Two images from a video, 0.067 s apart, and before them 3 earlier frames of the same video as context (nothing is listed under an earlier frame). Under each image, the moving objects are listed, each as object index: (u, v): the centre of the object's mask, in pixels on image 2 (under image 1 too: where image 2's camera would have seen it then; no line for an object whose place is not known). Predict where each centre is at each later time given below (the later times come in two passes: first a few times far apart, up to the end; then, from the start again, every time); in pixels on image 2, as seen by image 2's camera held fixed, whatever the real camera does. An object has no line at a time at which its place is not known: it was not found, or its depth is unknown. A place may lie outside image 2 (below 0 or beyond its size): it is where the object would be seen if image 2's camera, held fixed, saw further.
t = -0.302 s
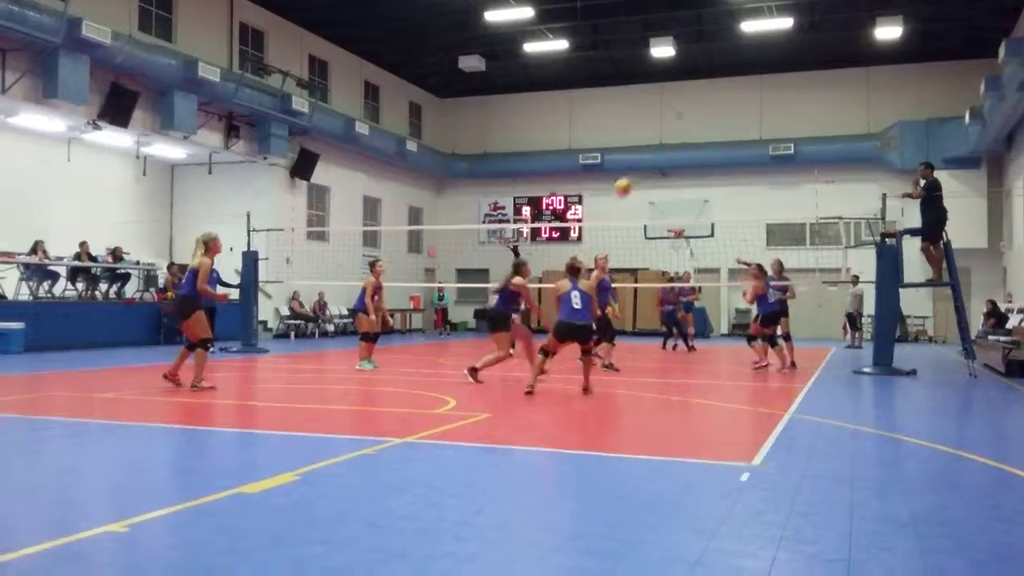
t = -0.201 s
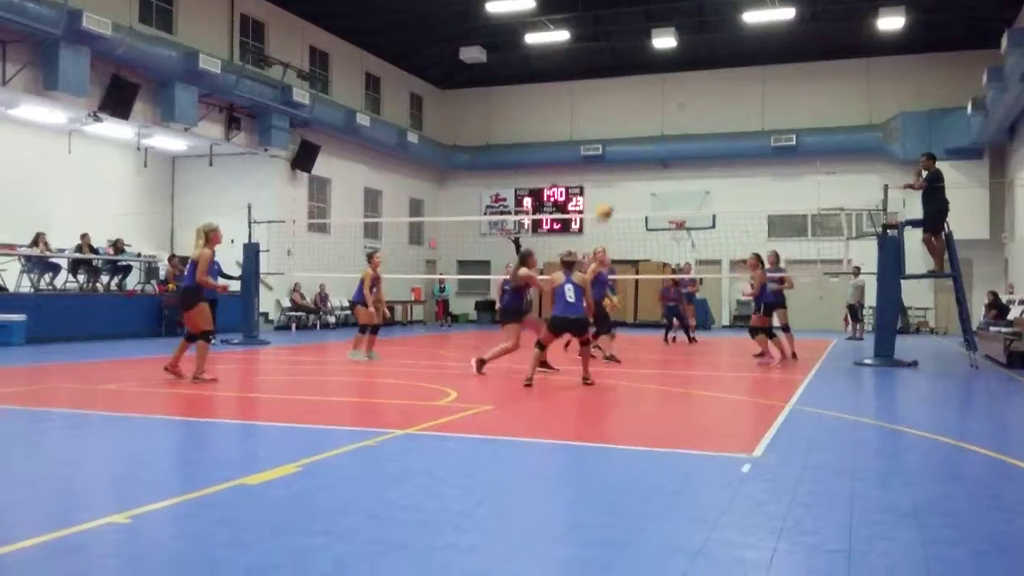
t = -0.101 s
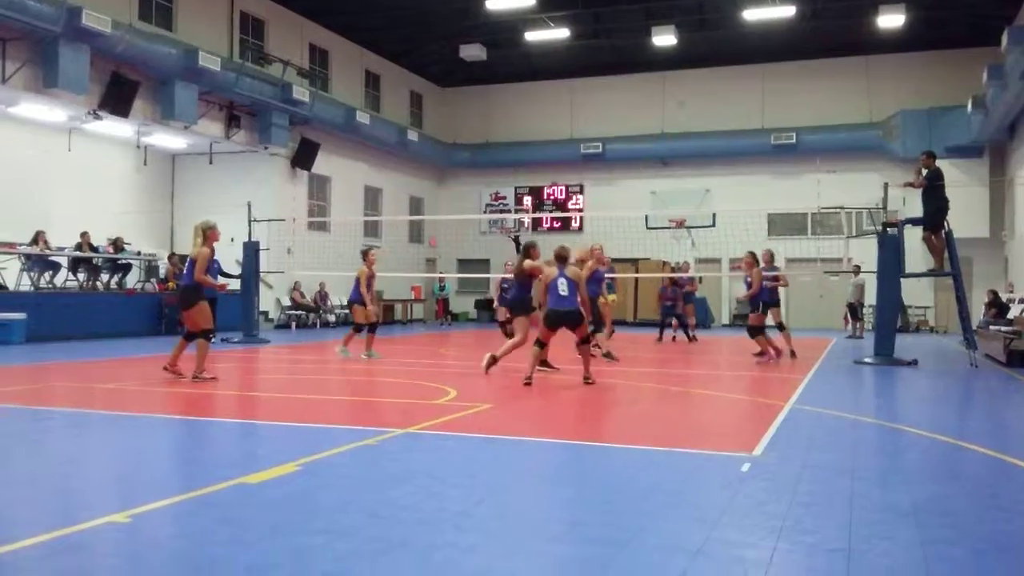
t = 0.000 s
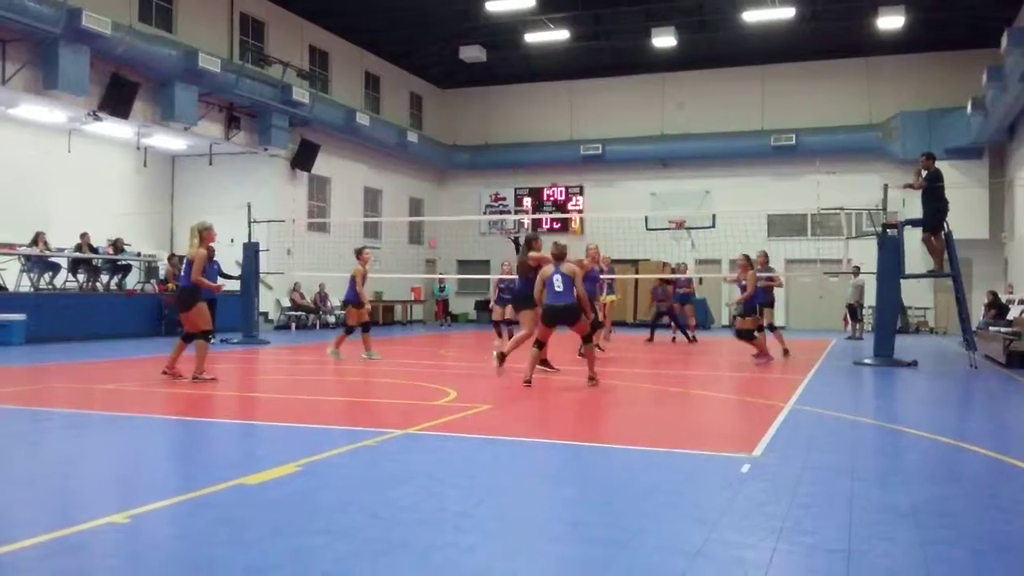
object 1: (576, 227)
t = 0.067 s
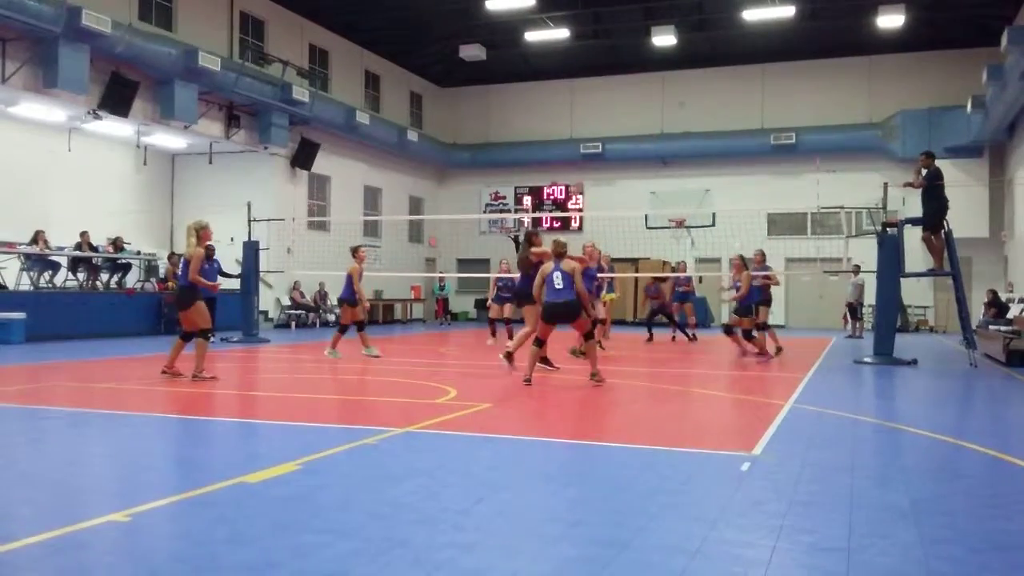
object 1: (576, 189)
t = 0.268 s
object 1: (577, 92)
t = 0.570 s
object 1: (575, 16)
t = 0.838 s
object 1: (573, 9)
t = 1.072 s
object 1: (570, 47)
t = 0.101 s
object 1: (578, 167)
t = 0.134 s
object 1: (575, 147)
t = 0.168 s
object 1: (576, 132)
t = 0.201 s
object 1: (576, 119)
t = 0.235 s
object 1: (577, 105)
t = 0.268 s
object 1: (577, 92)
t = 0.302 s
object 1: (576, 80)
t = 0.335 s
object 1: (577, 69)
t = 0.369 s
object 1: (577, 60)
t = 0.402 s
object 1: (577, 50)
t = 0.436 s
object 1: (576, 42)
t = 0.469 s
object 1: (577, 34)
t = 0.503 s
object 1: (576, 25)
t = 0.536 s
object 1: (576, 21)
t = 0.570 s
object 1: (575, 16)
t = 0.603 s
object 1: (575, 13)
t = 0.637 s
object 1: (575, 10)
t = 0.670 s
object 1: (574, 7)
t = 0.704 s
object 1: (574, 6)
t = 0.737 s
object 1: (574, 5)
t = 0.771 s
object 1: (573, 6)
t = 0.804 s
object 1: (573, 6)
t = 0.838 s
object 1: (573, 9)
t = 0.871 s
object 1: (572, 11)
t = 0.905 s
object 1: (572, 14)
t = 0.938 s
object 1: (572, 17)
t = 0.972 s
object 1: (572, 22)
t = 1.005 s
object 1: (572, 29)
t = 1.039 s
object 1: (571, 40)
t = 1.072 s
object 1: (570, 47)
